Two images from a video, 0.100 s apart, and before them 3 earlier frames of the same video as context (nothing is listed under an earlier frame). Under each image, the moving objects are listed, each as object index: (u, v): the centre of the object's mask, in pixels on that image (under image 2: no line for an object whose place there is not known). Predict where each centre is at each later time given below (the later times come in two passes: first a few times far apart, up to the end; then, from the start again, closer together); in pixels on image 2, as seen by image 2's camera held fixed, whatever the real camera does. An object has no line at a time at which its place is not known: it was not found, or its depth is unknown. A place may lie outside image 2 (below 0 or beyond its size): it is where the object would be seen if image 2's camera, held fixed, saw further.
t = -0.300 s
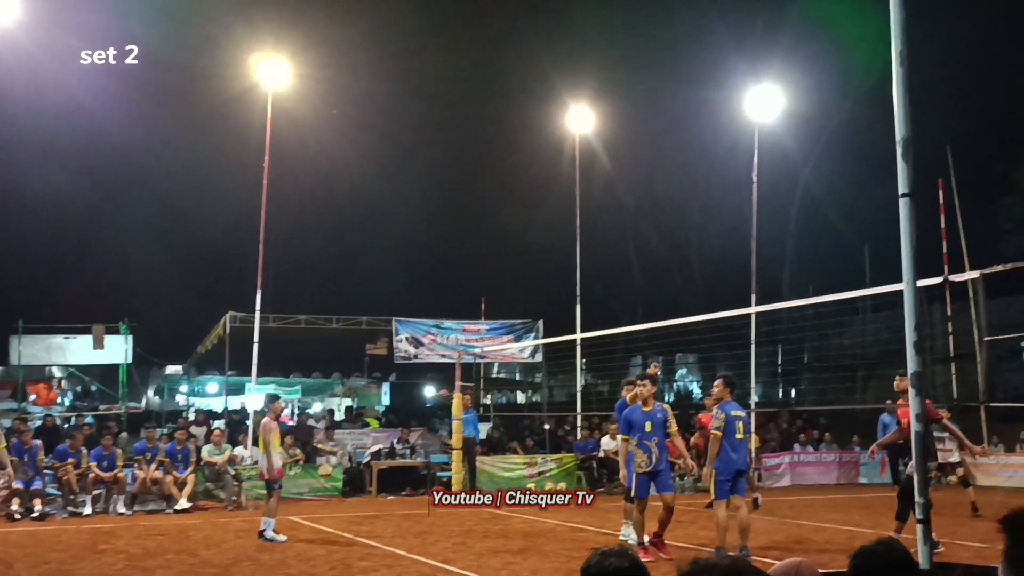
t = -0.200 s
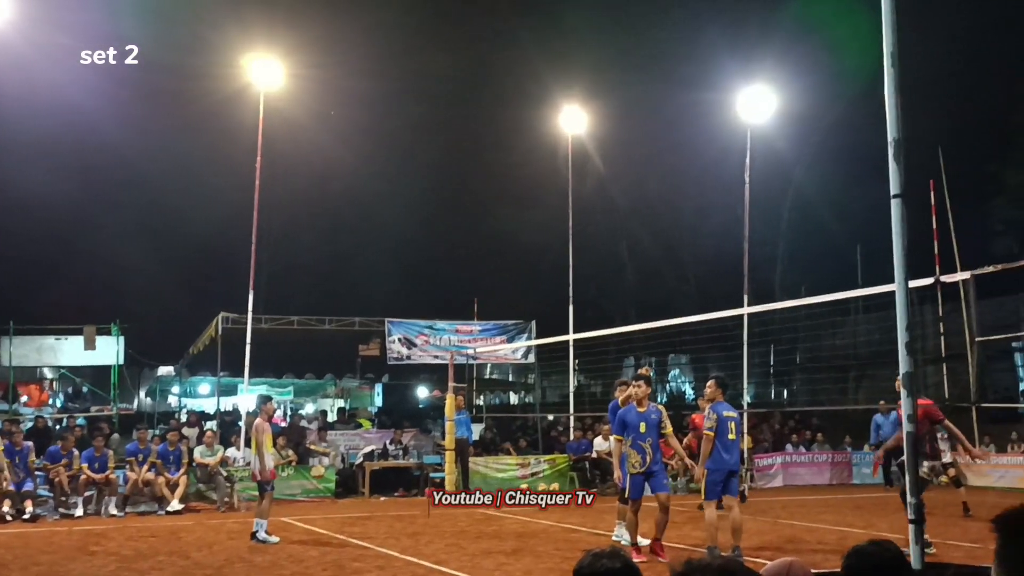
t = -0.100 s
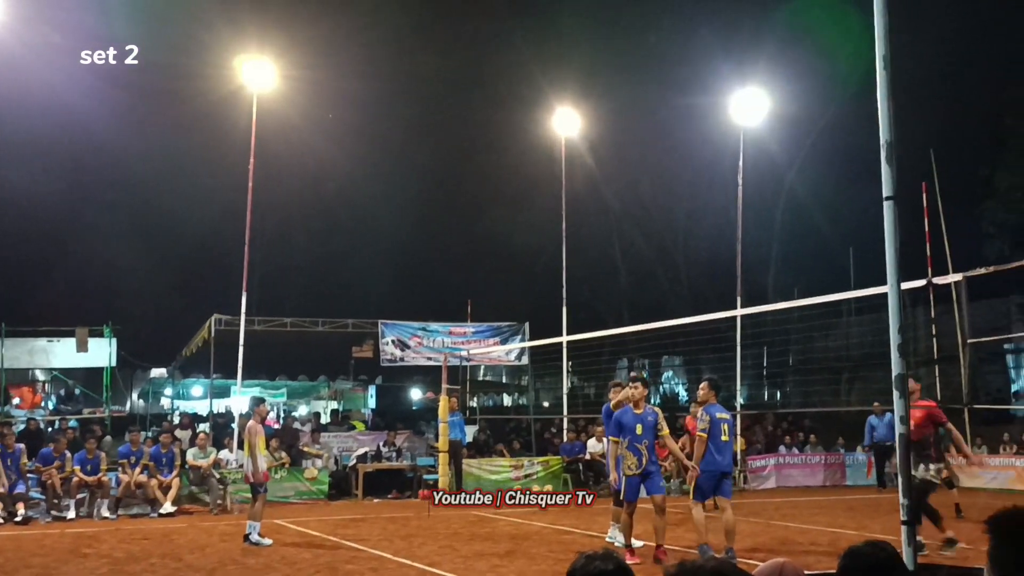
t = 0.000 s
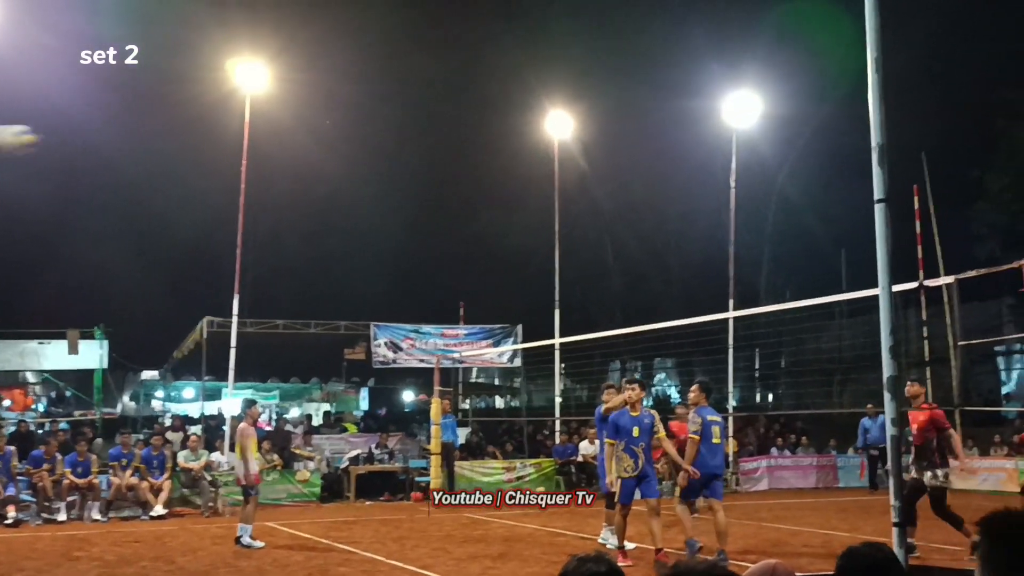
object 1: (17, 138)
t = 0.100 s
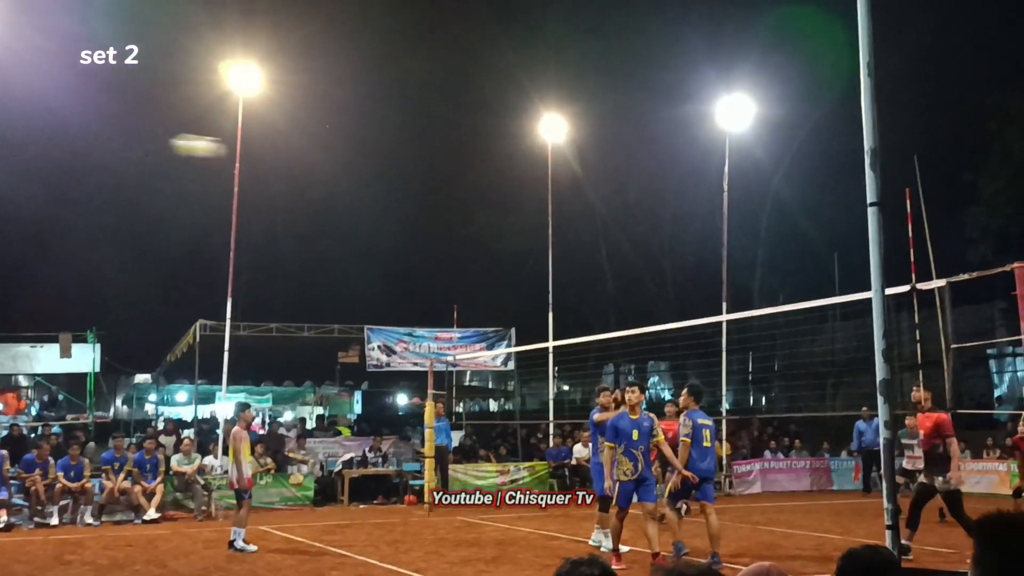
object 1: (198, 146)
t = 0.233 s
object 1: (400, 177)
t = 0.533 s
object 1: (700, 285)
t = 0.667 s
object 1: (797, 347)
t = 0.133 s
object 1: (255, 153)
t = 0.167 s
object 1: (307, 159)
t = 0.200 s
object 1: (355, 168)
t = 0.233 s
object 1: (400, 177)
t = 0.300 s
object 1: (480, 196)
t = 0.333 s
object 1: (517, 207)
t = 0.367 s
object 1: (552, 217)
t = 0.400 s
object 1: (585, 230)
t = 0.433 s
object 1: (617, 243)
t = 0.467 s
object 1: (646, 257)
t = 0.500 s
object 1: (673, 270)
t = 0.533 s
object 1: (700, 285)
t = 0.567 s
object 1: (726, 299)
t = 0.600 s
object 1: (751, 315)
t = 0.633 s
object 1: (774, 330)
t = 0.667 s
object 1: (797, 347)
